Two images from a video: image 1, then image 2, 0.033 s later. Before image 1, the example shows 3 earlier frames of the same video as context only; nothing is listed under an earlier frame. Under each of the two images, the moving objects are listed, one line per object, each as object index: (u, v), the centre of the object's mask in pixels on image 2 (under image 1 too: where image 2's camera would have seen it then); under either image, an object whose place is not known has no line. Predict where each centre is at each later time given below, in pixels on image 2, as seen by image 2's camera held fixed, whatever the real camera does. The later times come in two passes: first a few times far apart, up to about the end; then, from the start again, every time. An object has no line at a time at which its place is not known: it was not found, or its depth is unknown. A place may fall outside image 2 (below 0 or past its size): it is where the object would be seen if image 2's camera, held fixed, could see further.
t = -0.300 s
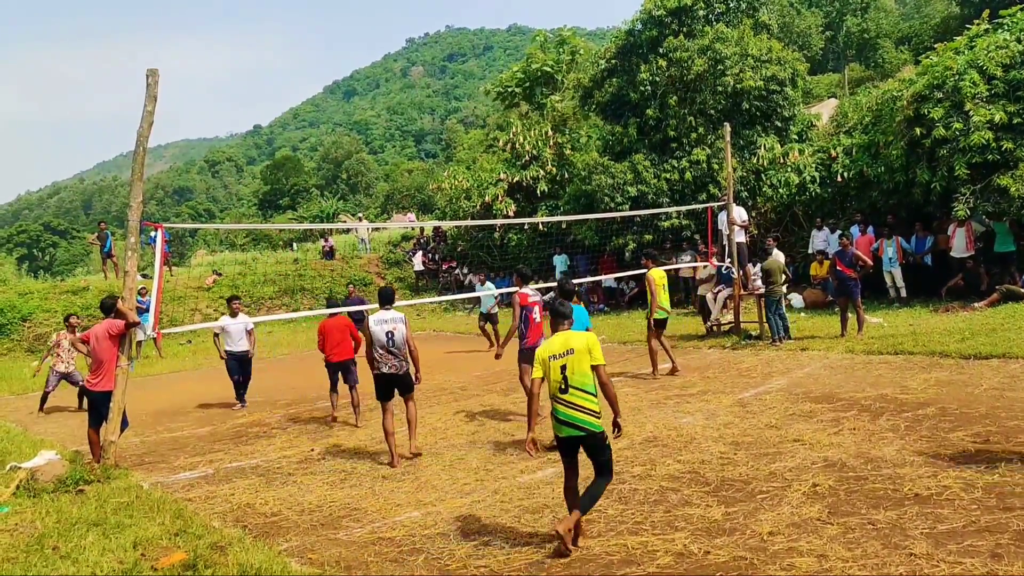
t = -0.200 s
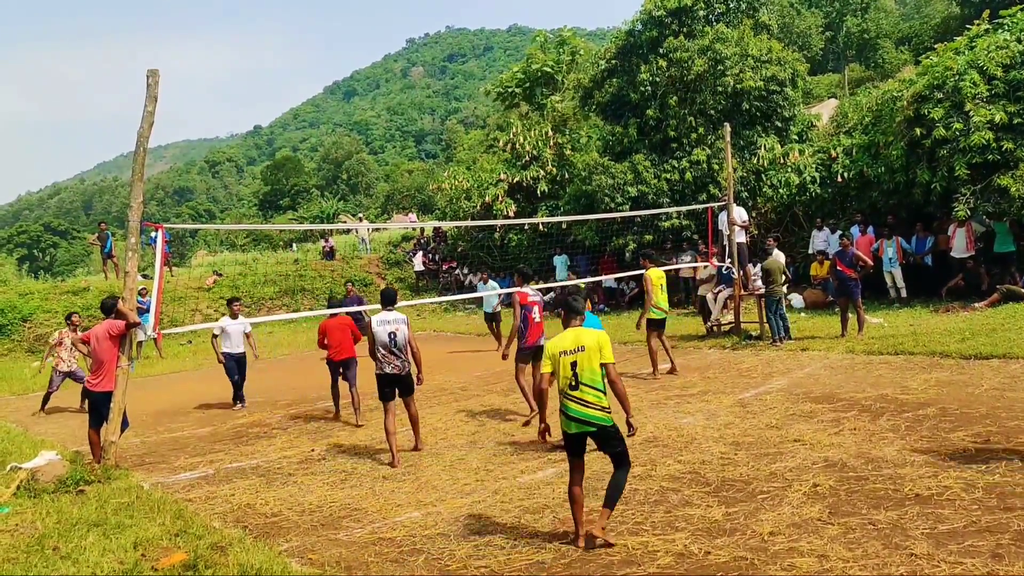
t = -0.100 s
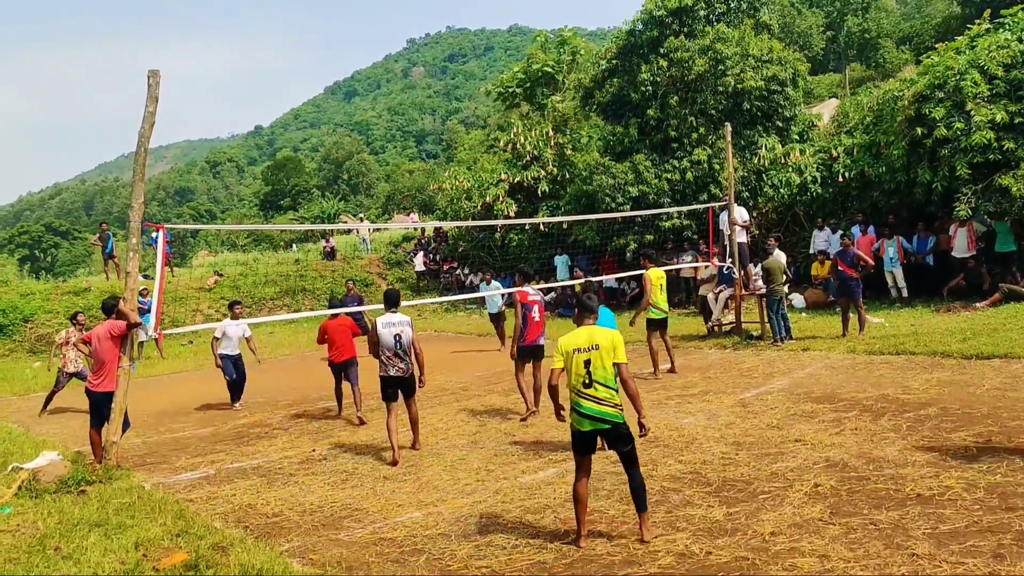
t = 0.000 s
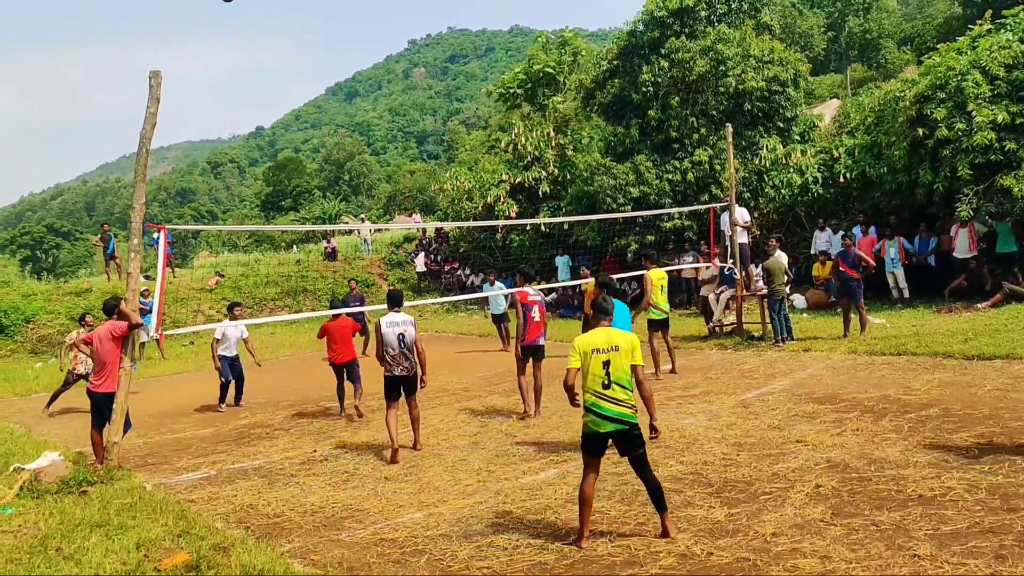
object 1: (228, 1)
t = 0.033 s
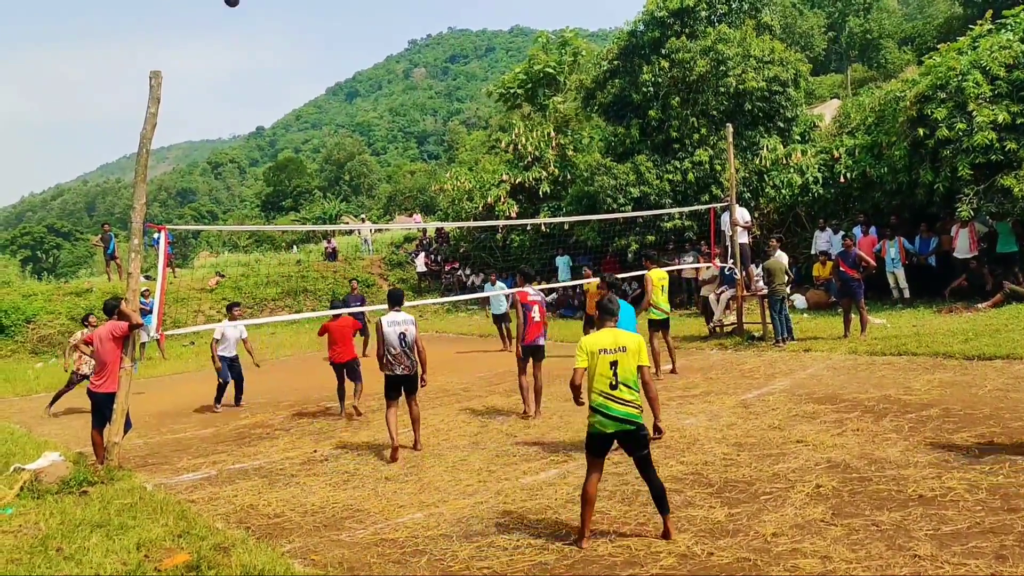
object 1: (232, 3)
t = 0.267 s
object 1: (264, 54)
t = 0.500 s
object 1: (301, 145)
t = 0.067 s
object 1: (236, 6)
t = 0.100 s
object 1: (240, 11)
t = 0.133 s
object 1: (245, 19)
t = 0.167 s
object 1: (250, 26)
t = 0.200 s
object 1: (255, 35)
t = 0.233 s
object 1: (259, 44)
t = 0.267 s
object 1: (264, 54)
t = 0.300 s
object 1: (269, 65)
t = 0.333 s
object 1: (275, 76)
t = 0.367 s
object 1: (279, 88)
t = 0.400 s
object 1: (285, 101)
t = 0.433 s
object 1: (289, 115)
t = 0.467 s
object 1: (295, 130)
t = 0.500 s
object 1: (301, 145)
